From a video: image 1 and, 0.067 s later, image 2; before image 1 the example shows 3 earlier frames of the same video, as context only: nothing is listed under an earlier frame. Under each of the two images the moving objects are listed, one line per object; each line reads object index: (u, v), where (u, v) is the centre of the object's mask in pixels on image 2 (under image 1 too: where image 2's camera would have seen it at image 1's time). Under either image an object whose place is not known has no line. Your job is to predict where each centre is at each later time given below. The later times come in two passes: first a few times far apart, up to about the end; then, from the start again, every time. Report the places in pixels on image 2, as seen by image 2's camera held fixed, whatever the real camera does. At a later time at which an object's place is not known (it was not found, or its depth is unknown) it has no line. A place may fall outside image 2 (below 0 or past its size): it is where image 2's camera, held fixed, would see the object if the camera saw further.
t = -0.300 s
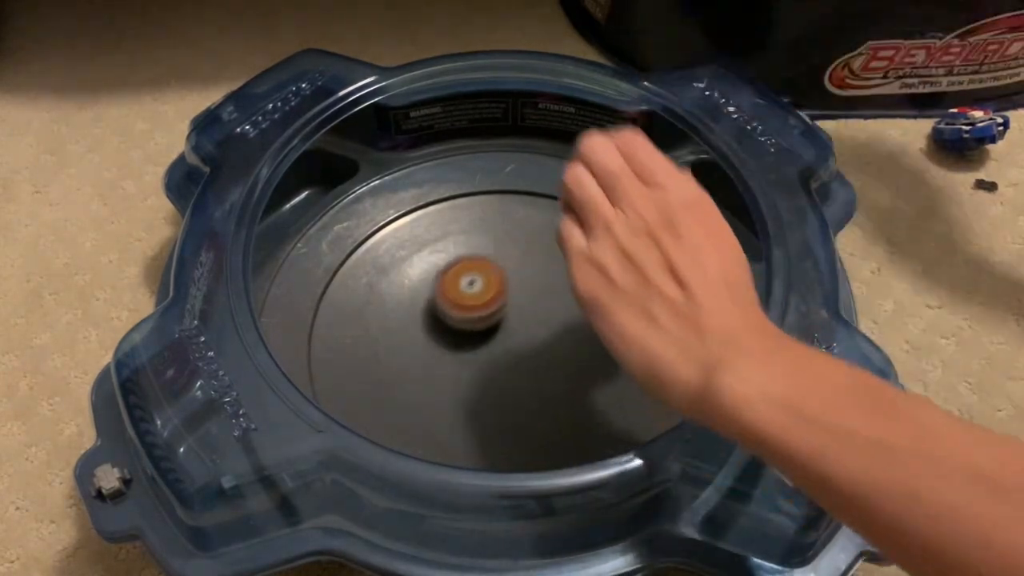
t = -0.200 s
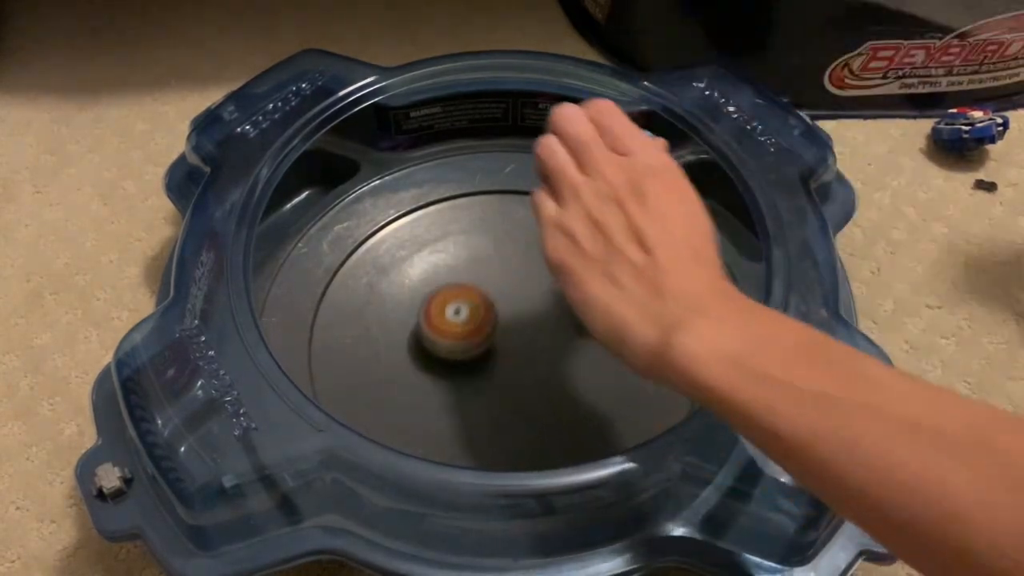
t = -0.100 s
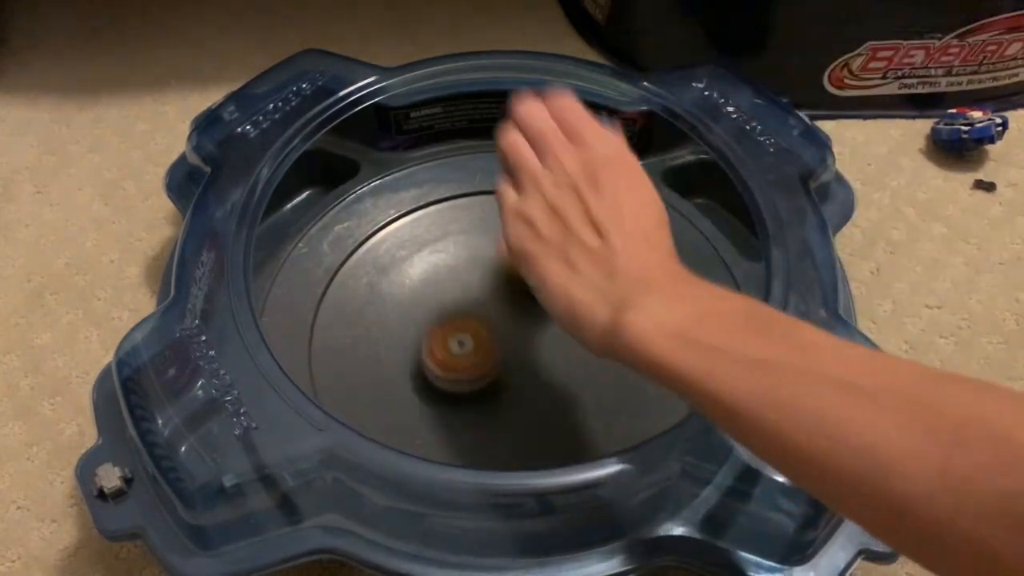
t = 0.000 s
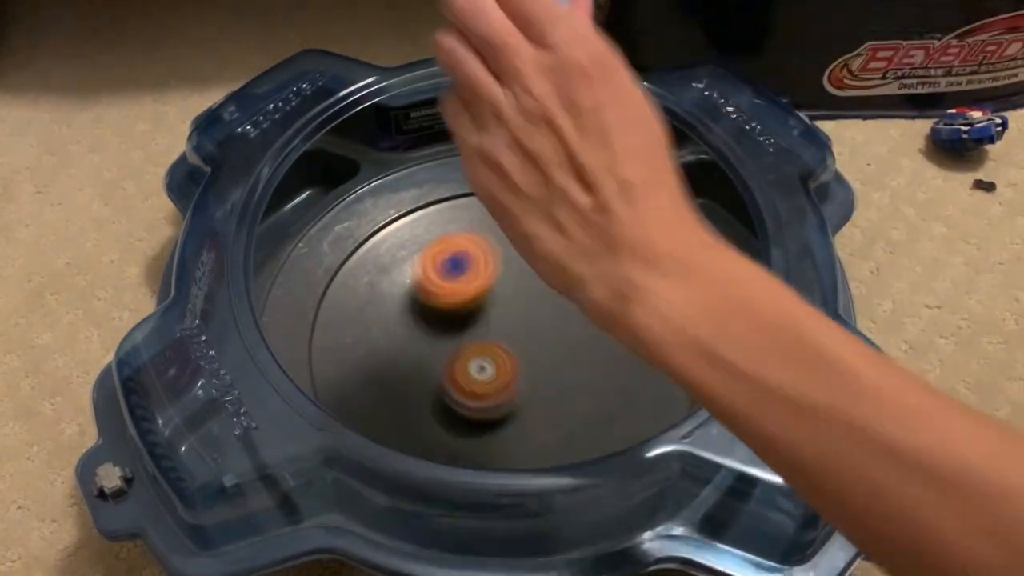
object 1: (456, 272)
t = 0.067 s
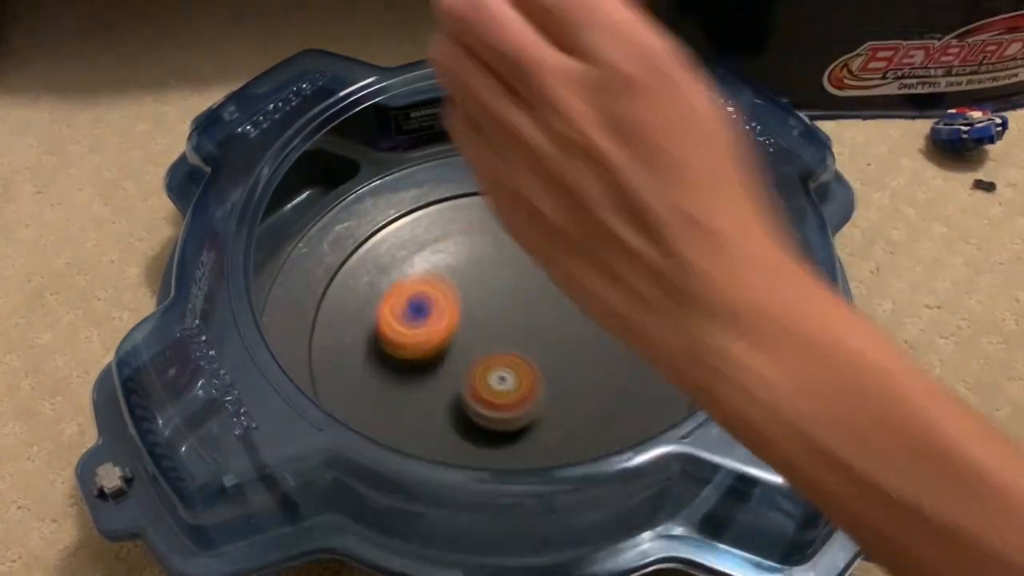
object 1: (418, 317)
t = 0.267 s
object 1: (515, 468)
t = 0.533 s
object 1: (665, 276)
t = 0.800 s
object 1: (380, 257)
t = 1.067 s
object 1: (480, 468)
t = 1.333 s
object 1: (632, 284)
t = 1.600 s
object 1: (378, 223)
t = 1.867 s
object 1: (435, 441)
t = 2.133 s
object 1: (666, 295)
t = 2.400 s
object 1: (461, 189)
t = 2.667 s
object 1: (396, 401)
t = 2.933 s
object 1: (659, 395)
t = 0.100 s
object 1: (409, 345)
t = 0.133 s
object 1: (410, 375)
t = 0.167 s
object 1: (422, 405)
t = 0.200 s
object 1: (445, 426)
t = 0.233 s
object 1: (474, 452)
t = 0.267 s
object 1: (515, 468)
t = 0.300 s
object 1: (559, 467)
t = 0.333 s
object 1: (595, 435)
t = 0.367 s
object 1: (630, 416)
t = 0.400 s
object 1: (658, 394)
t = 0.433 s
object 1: (678, 366)
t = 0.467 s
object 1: (686, 335)
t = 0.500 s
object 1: (680, 305)
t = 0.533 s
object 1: (665, 276)
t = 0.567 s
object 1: (642, 252)
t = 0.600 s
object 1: (611, 233)
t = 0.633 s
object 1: (575, 221)
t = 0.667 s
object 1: (536, 215)
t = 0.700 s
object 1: (496, 215)
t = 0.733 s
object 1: (456, 223)
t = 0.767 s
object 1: (416, 237)
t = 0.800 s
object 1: (380, 257)
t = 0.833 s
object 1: (352, 283)
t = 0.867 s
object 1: (329, 310)
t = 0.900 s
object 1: (321, 343)
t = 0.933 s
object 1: (343, 377)
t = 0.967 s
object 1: (359, 413)
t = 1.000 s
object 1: (388, 439)
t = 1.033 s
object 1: (433, 457)
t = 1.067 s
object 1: (480, 468)
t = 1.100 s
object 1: (525, 467)
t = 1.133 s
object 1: (568, 443)
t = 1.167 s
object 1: (600, 428)
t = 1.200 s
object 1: (631, 409)
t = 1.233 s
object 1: (647, 382)
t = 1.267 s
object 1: (653, 349)
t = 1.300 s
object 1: (646, 314)
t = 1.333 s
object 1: (632, 284)
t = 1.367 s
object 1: (610, 257)
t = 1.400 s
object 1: (582, 233)
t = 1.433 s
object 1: (550, 217)
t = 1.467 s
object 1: (515, 203)
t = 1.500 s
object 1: (479, 197)
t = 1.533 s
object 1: (442, 196)
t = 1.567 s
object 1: (404, 203)
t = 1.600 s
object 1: (378, 223)
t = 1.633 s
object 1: (353, 251)
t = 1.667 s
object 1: (334, 277)
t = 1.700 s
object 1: (323, 307)
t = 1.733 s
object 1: (325, 343)
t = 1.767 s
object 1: (338, 372)
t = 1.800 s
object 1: (362, 403)
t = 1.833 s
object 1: (395, 427)
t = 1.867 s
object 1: (435, 441)
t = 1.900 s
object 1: (484, 440)
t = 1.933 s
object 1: (524, 439)
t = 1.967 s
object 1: (564, 429)
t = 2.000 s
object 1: (603, 413)
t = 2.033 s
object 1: (632, 390)
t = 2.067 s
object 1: (650, 361)
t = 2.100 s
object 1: (662, 327)
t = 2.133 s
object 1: (666, 295)
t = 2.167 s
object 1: (660, 264)
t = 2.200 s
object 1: (647, 236)
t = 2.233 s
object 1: (623, 214)
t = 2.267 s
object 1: (592, 200)
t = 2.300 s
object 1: (561, 187)
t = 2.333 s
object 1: (528, 180)
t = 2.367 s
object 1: (495, 180)
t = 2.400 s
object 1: (461, 189)
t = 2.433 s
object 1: (431, 202)
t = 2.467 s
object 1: (405, 224)
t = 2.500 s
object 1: (383, 250)
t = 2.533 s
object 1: (370, 278)
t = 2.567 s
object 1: (364, 308)
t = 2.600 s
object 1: (366, 339)
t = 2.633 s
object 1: (377, 371)
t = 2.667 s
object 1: (396, 401)
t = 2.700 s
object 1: (423, 421)
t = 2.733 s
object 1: (455, 443)
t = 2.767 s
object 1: (494, 456)
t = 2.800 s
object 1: (535, 462)
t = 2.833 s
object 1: (575, 459)
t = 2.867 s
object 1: (614, 448)
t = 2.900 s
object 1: (636, 417)
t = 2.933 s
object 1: (659, 395)
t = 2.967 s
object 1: (679, 370)
